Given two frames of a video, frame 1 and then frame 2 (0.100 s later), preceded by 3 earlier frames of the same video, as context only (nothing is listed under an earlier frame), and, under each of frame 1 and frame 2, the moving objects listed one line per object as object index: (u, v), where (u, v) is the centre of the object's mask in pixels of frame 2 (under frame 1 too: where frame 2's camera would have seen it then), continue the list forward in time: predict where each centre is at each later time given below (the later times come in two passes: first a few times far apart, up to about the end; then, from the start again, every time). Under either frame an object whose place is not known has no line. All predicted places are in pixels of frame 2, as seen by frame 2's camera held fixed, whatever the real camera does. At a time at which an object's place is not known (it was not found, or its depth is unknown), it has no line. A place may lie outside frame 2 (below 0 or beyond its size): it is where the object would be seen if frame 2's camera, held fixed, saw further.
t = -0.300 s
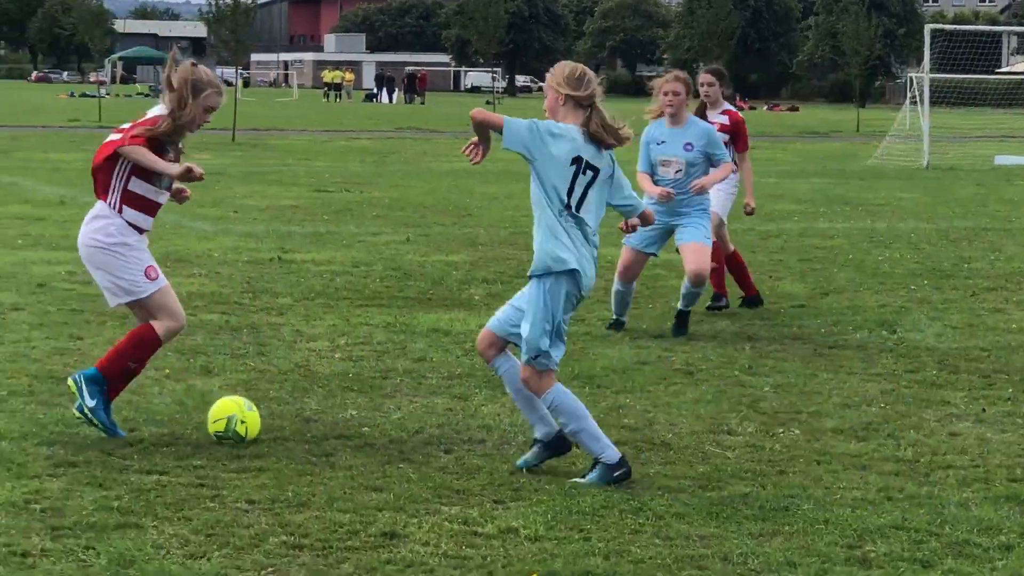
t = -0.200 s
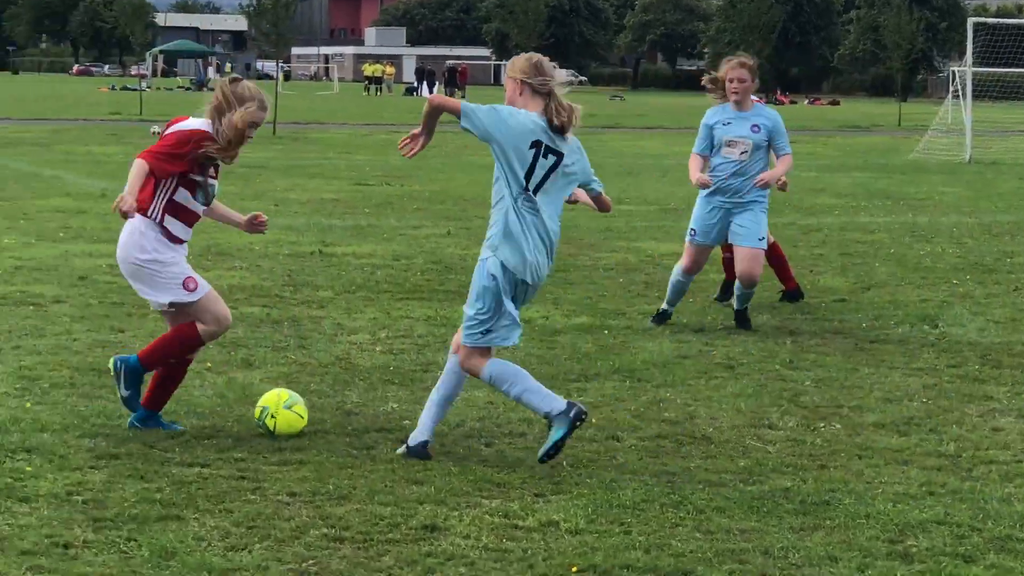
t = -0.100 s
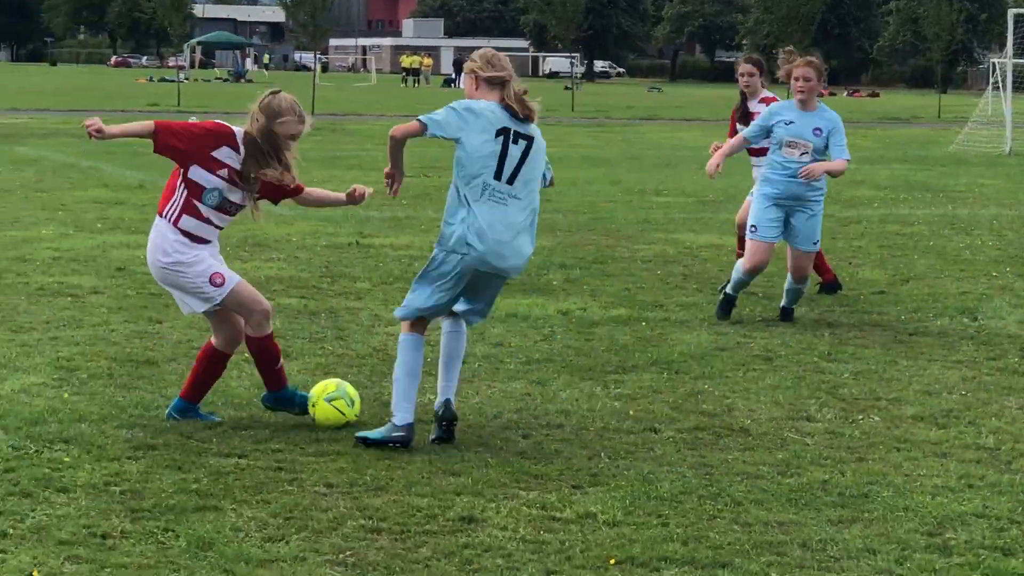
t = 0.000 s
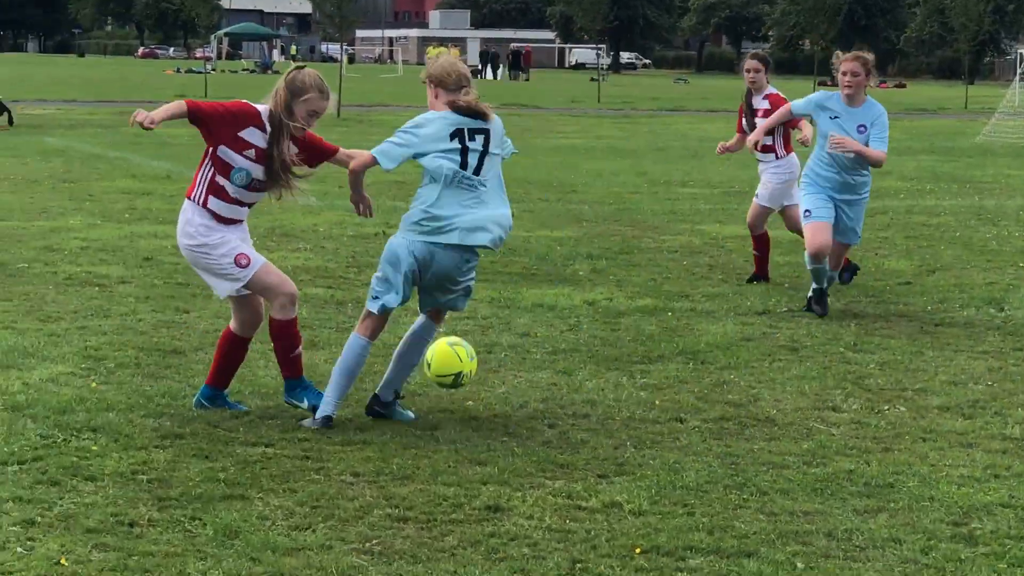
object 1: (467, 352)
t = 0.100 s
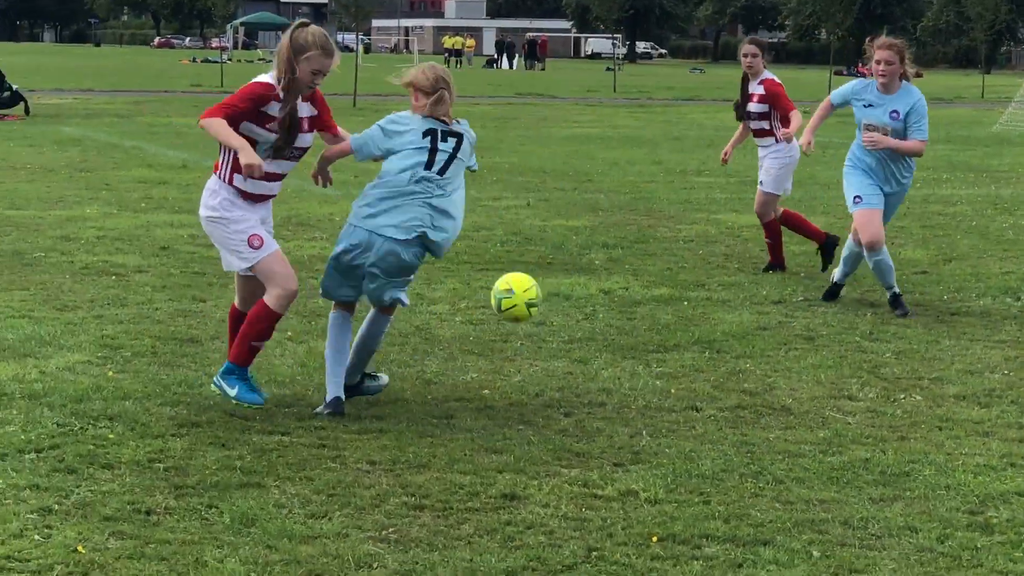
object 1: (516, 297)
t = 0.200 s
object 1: (563, 268)
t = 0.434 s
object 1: (663, 285)
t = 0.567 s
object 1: (715, 338)
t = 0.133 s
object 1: (533, 284)
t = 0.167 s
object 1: (548, 274)
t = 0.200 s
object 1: (563, 268)
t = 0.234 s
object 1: (578, 263)
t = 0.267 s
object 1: (593, 261)
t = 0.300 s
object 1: (607, 261)
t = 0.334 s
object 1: (621, 264)
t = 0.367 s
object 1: (636, 269)
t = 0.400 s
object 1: (649, 275)
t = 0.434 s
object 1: (663, 285)
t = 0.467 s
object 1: (676, 296)
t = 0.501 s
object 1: (689, 308)
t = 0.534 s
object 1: (702, 323)
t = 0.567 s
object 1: (715, 338)
